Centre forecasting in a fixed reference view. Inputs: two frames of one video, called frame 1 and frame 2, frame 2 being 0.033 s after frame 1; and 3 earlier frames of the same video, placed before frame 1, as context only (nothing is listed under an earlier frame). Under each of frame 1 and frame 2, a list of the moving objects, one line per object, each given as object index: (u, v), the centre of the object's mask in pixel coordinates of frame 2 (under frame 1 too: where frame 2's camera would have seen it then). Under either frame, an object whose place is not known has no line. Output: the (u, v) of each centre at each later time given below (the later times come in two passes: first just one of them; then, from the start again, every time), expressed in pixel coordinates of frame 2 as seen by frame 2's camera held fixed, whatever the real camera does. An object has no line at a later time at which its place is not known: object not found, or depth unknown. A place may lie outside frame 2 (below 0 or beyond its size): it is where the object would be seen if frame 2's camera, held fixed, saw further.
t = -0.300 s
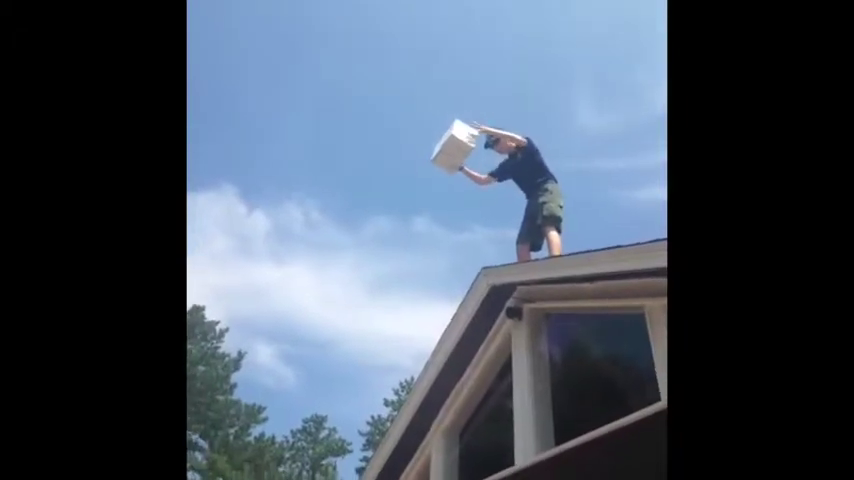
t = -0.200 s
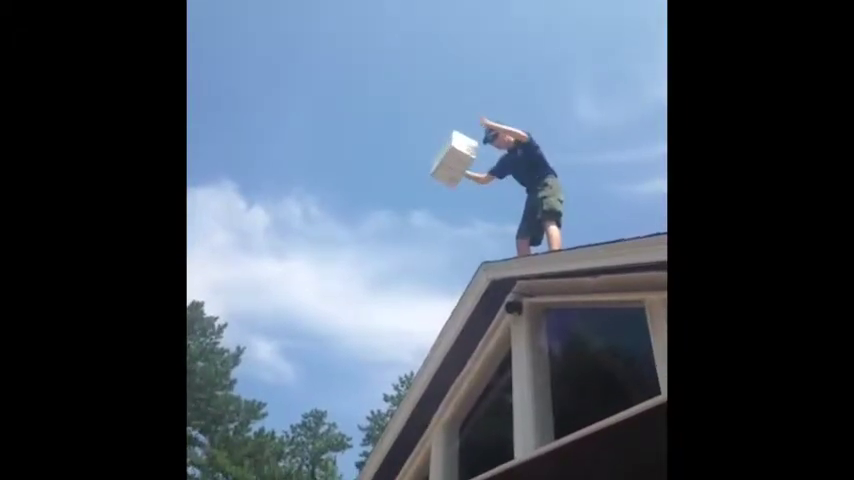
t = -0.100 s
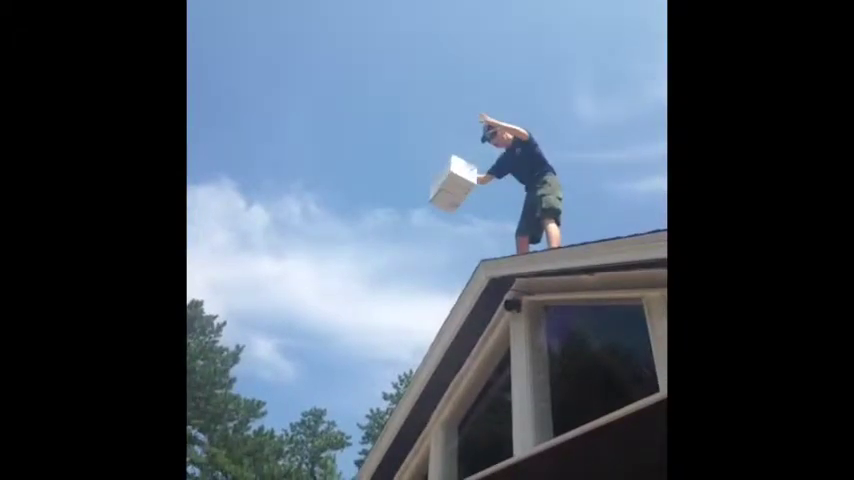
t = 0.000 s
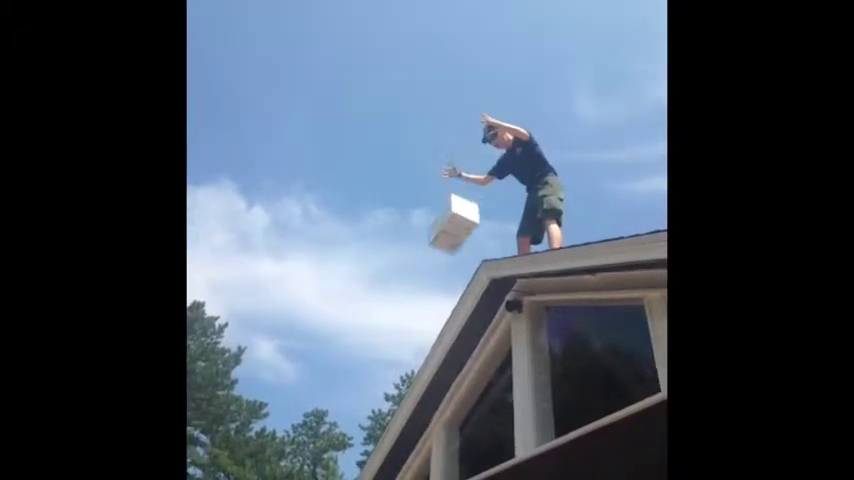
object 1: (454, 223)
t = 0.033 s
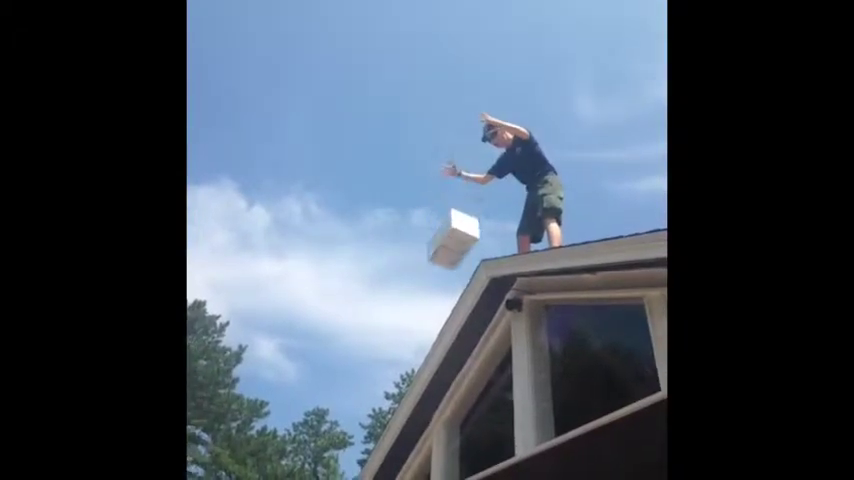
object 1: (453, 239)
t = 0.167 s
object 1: (451, 319)
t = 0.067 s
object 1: (453, 256)
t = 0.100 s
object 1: (451, 276)
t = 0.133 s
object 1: (450, 297)
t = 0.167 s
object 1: (451, 319)
